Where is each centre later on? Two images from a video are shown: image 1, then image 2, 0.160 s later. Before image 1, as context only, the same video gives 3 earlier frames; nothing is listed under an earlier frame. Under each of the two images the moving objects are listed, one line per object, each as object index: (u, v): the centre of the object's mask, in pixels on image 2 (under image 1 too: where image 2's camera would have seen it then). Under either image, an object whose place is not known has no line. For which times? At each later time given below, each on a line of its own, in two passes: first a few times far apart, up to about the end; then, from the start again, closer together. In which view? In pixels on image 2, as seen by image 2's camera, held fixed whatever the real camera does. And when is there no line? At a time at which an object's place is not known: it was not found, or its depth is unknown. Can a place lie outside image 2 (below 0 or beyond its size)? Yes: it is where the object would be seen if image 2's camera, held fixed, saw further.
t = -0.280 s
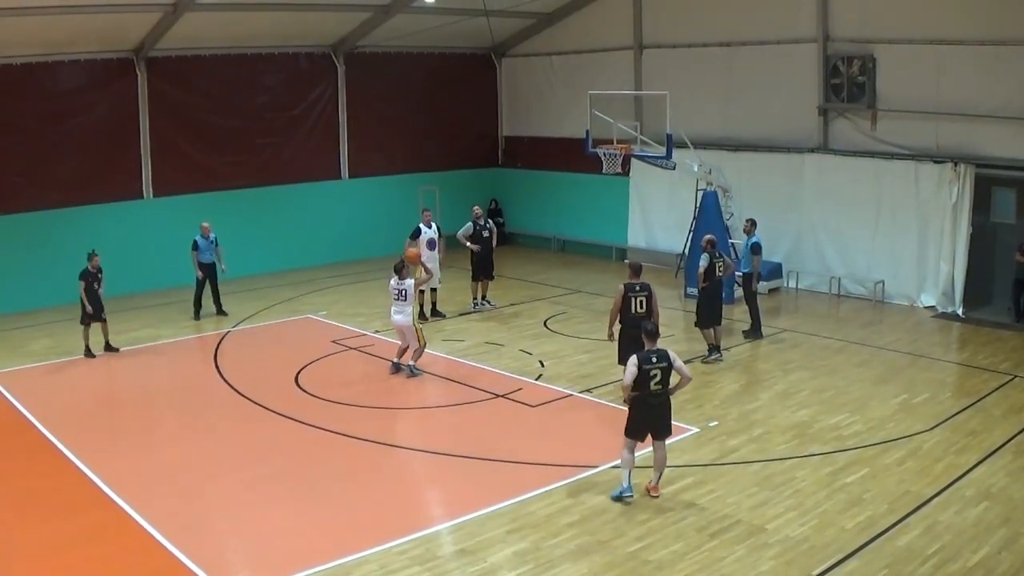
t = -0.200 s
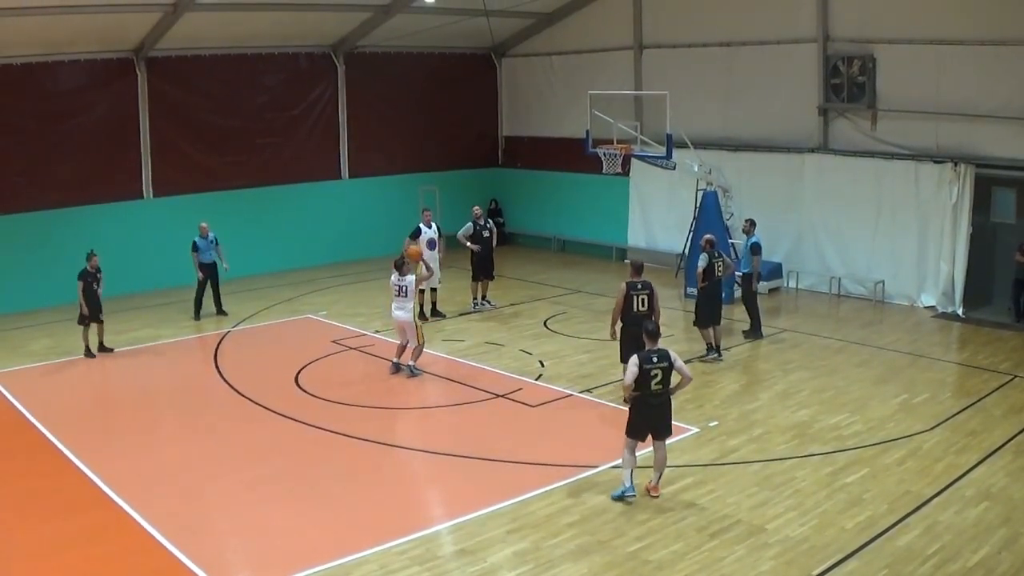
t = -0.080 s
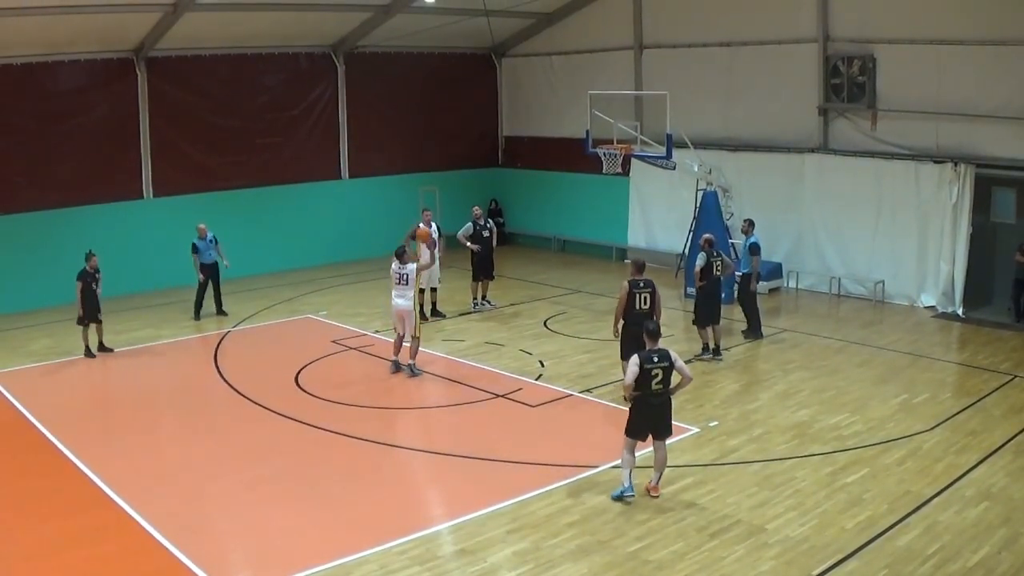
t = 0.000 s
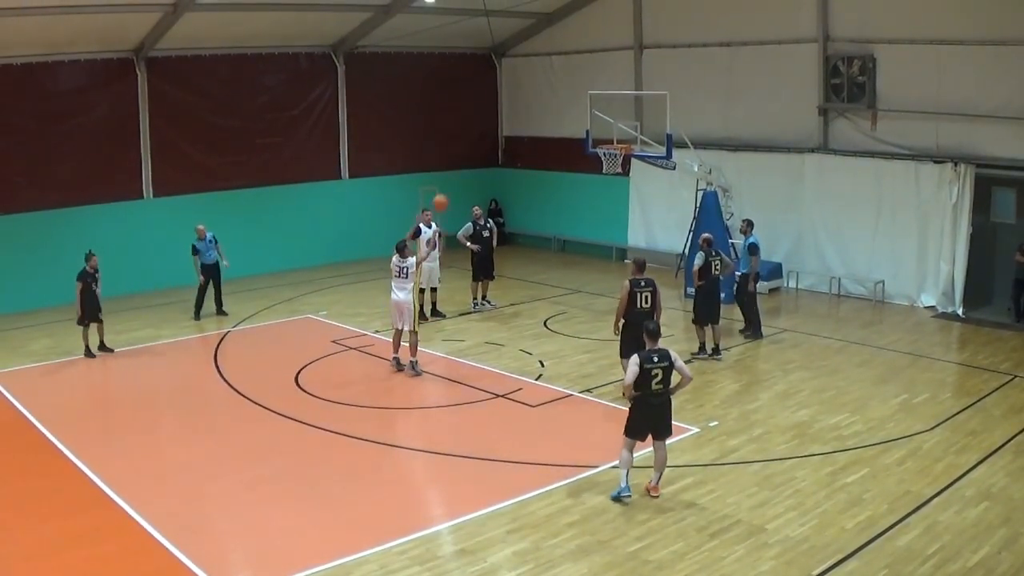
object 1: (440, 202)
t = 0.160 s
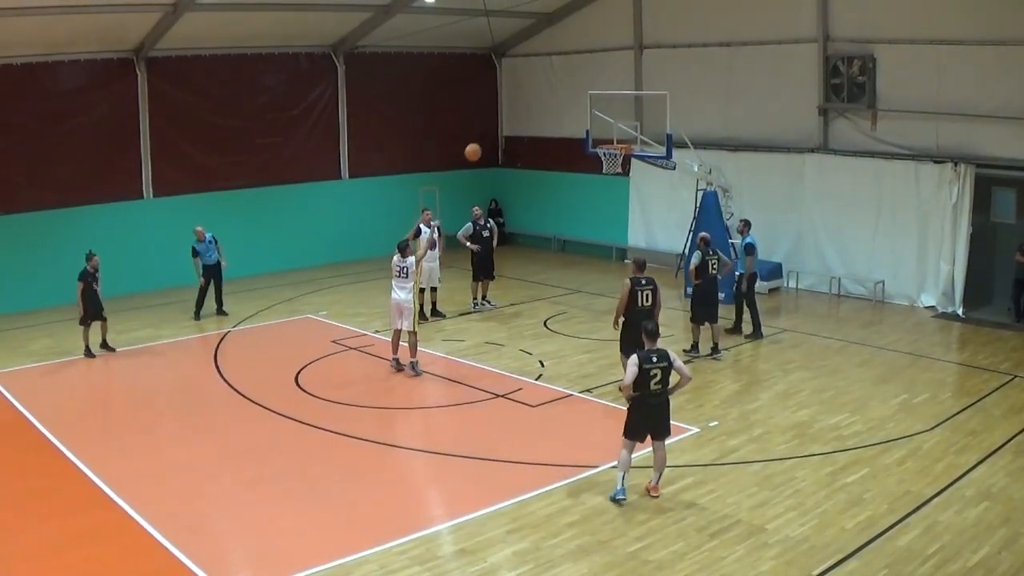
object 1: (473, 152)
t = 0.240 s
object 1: (488, 134)
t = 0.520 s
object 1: (541, 104)
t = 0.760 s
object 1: (581, 119)
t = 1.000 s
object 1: (607, 128)
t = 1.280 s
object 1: (622, 126)
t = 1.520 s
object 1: (618, 140)
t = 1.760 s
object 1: (610, 169)
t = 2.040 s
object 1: (600, 220)
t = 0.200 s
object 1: (480, 142)
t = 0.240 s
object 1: (488, 134)
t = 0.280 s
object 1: (495, 126)
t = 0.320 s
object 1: (504, 119)
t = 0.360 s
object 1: (511, 114)
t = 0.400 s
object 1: (519, 110)
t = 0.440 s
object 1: (527, 107)
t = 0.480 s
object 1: (533, 106)
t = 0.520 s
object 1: (541, 104)
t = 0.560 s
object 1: (548, 105)
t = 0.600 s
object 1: (555, 106)
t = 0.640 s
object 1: (561, 108)
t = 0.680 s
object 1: (568, 110)
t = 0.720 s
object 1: (574, 114)
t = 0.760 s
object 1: (581, 119)
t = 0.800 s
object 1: (587, 125)
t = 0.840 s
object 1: (594, 131)
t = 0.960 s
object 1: (605, 131)
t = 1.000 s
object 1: (607, 128)
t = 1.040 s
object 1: (609, 125)
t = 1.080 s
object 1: (612, 123)
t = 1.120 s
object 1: (614, 121)
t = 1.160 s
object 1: (616, 121)
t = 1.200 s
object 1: (618, 122)
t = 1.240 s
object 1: (620, 123)
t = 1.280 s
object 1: (622, 126)
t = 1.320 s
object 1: (623, 127)
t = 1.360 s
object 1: (622, 129)
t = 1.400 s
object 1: (621, 130)
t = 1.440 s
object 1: (620, 134)
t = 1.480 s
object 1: (619, 137)
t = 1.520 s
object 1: (618, 140)
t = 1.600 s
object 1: (613, 156)
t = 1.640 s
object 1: (613, 162)
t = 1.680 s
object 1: (613, 165)
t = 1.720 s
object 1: (612, 167)
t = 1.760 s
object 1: (610, 169)
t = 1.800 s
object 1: (608, 174)
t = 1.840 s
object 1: (607, 180)
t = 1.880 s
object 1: (606, 186)
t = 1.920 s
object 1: (604, 194)
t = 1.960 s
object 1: (603, 201)
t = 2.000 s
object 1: (601, 210)
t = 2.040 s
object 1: (600, 220)
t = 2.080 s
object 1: (598, 231)
